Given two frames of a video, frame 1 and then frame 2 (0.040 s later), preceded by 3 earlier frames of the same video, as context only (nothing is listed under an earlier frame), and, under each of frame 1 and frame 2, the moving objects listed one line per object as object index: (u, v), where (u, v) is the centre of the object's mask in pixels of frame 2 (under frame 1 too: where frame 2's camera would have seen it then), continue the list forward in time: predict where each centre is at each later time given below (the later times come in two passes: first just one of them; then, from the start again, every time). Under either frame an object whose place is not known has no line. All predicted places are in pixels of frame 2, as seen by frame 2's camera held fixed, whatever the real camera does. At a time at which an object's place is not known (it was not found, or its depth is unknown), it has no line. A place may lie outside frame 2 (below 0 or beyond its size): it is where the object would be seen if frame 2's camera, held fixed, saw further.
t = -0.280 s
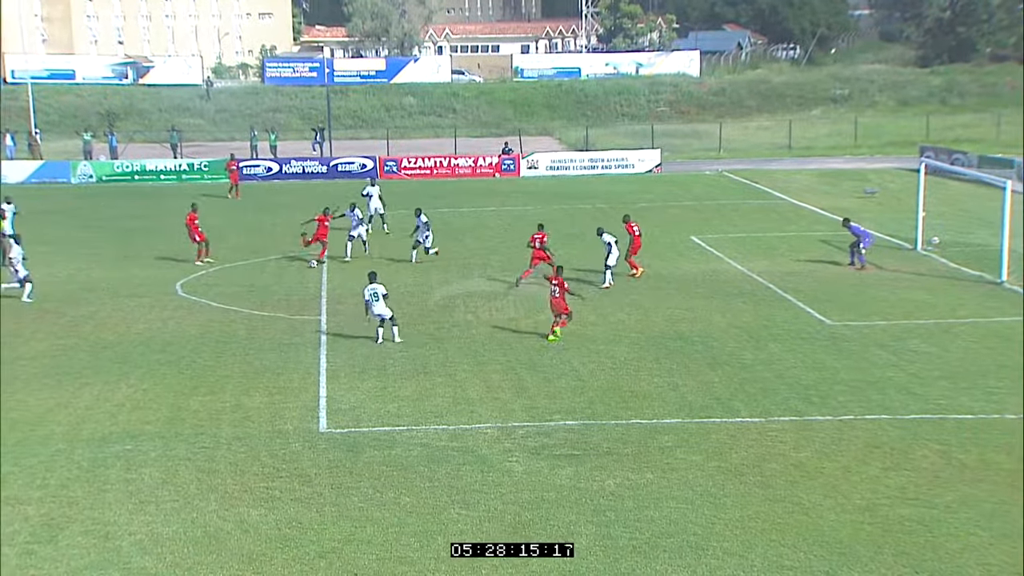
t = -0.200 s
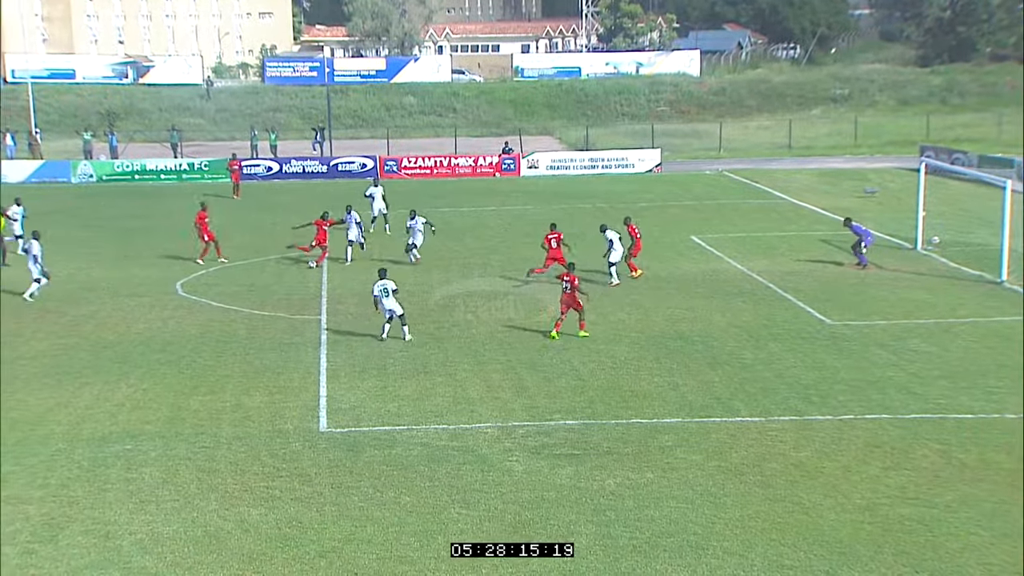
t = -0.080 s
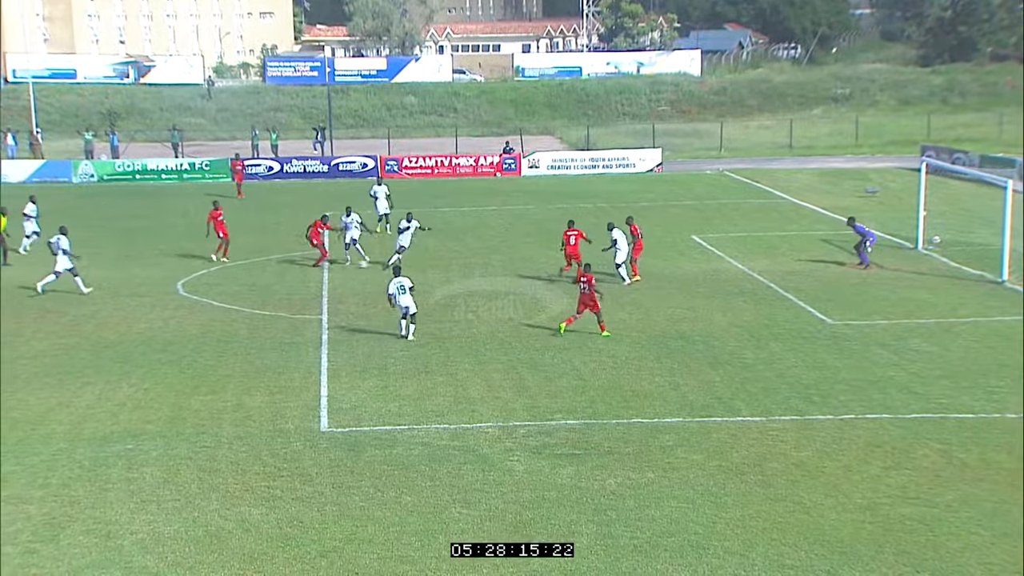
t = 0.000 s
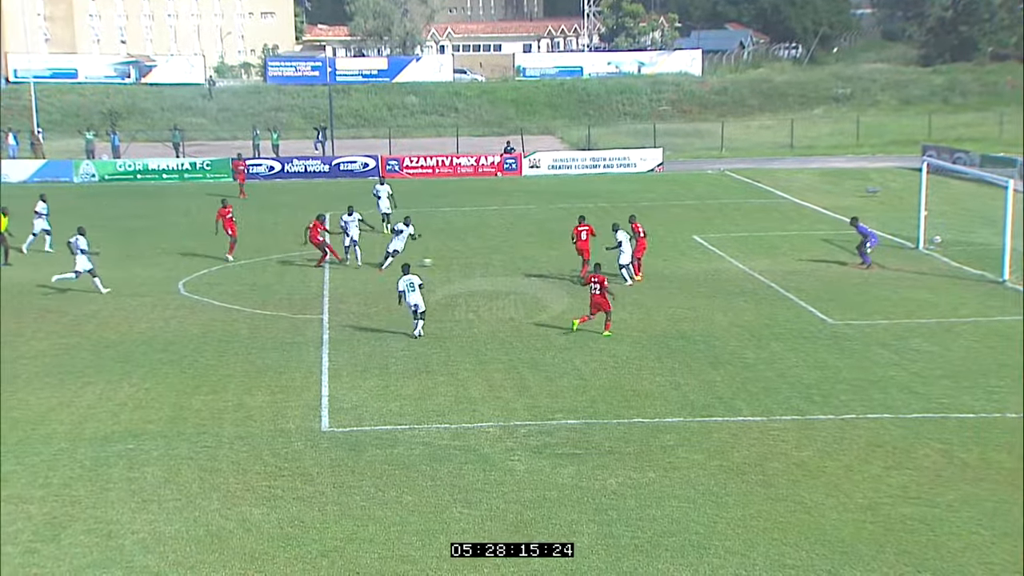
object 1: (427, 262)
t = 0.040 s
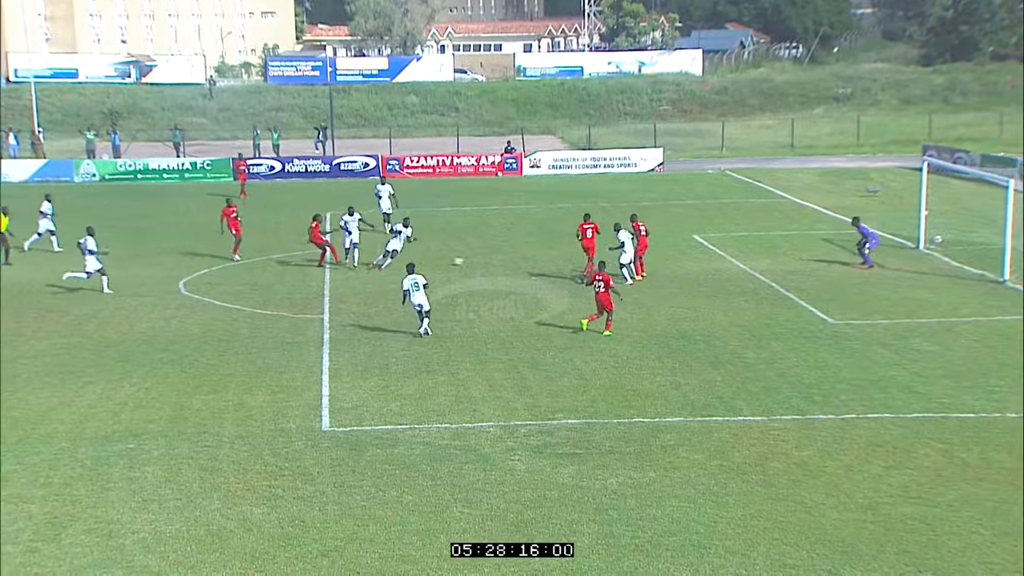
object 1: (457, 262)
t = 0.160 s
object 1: (541, 260)
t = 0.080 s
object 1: (487, 261)
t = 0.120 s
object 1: (515, 260)
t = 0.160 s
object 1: (541, 260)
